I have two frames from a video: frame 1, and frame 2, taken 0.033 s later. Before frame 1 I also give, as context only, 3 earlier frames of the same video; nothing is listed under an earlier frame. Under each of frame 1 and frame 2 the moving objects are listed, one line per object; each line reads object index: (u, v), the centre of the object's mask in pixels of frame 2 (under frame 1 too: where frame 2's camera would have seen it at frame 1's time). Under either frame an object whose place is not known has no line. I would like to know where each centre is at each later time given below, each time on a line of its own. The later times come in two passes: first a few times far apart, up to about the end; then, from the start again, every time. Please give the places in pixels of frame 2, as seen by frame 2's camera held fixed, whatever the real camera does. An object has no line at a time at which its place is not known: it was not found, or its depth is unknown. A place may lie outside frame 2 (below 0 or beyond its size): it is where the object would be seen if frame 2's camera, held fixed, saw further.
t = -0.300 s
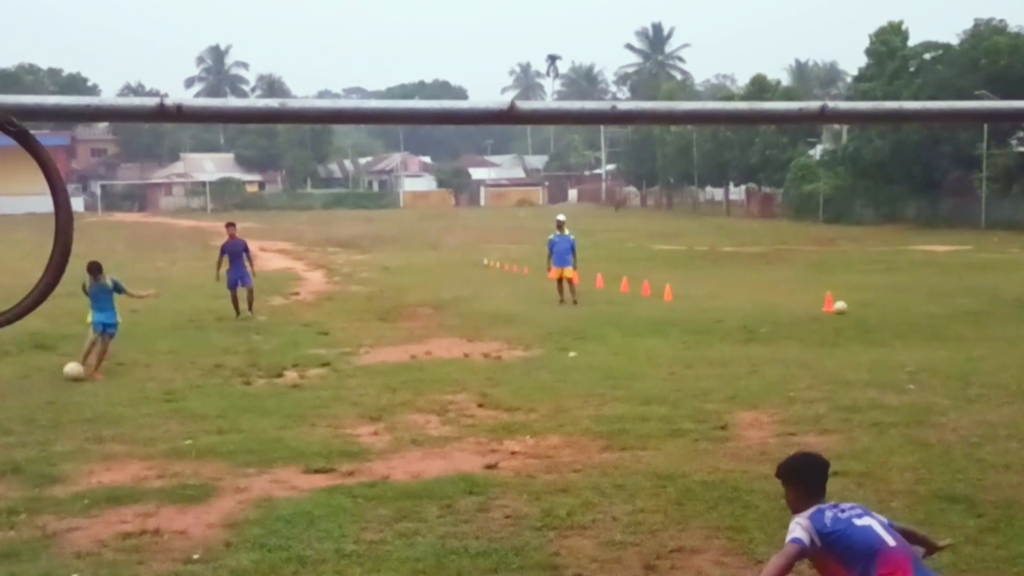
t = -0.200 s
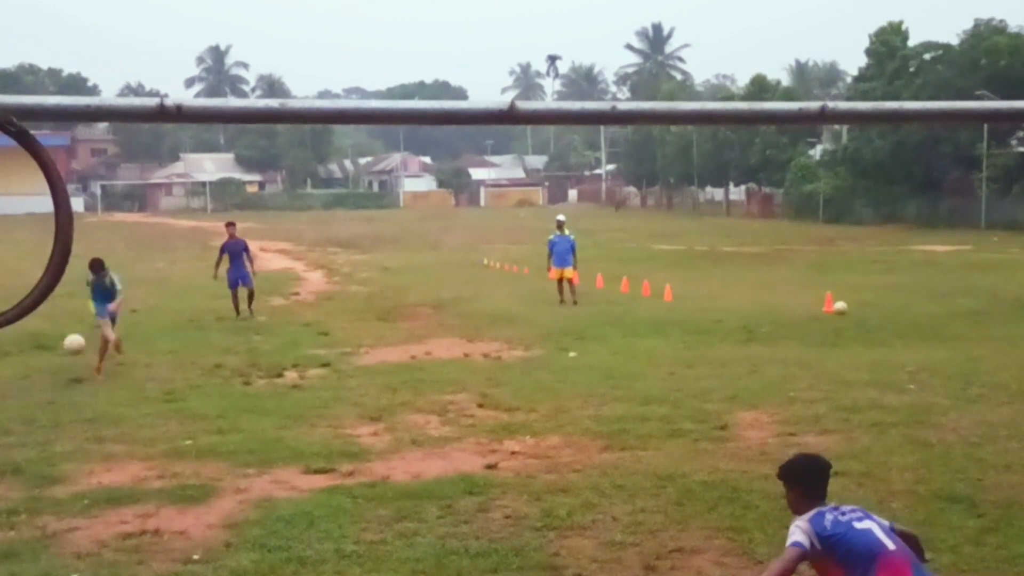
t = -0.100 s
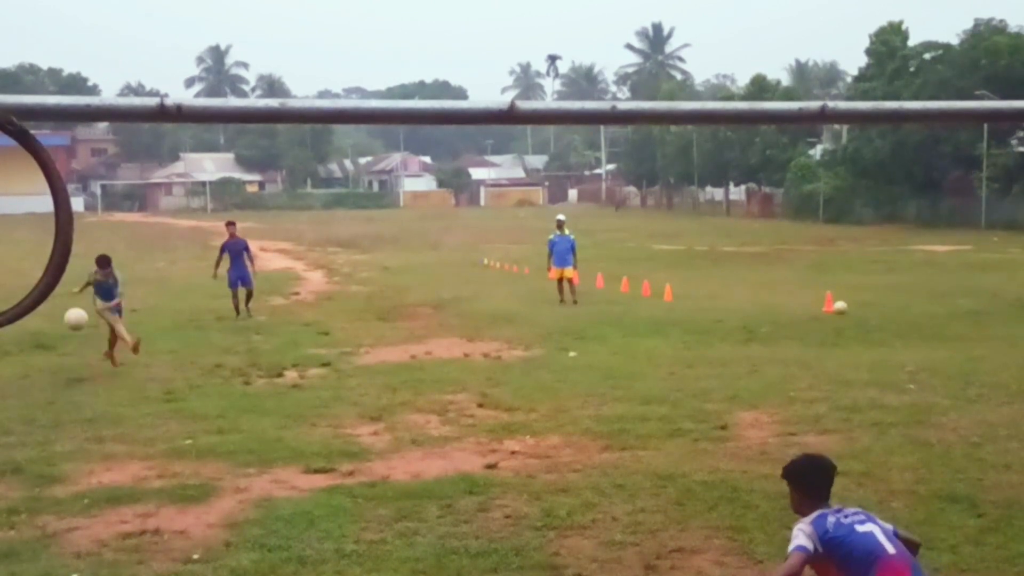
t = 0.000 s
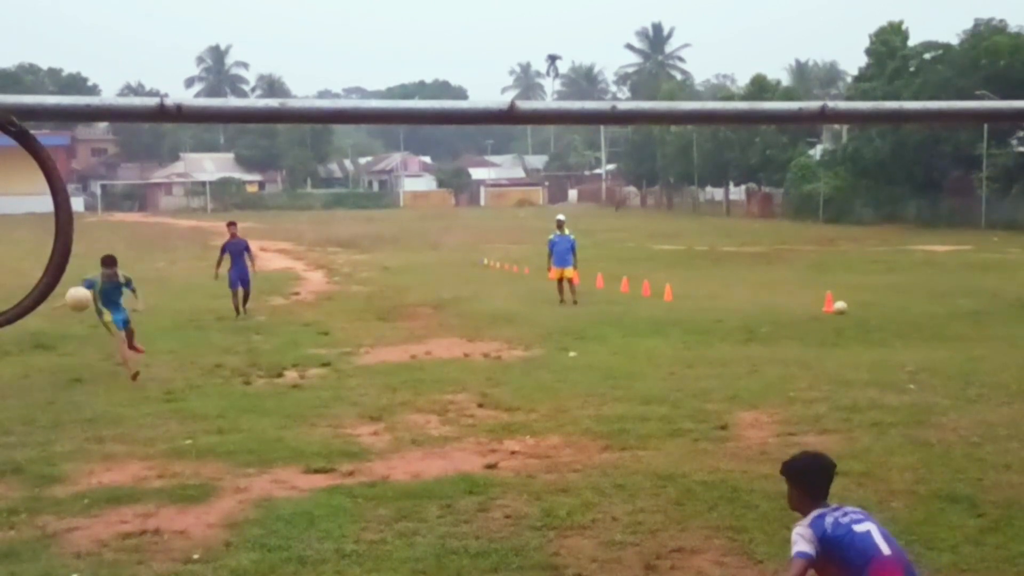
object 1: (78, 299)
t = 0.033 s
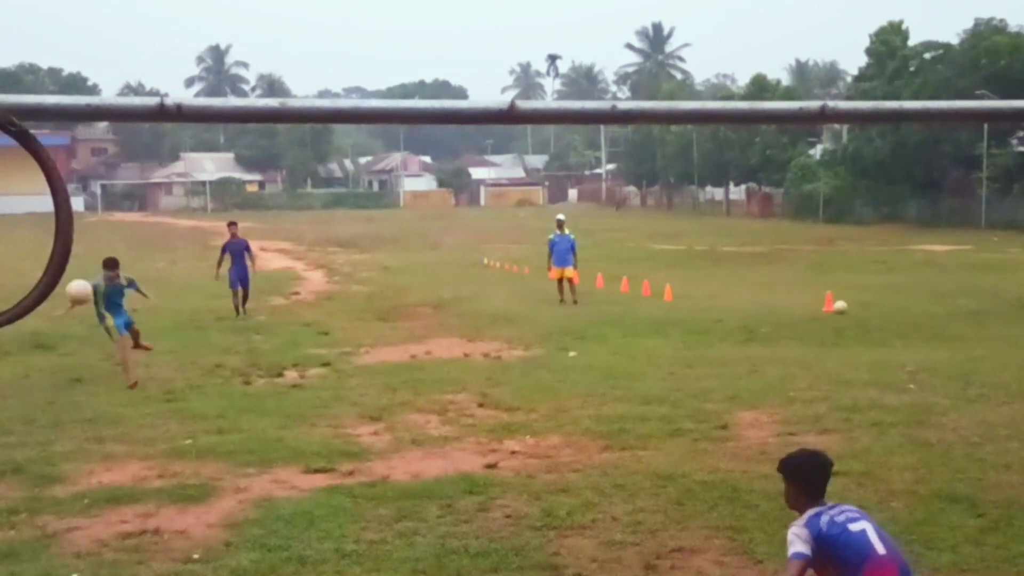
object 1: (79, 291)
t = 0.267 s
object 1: (87, 274)
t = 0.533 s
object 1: (108, 350)
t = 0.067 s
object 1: (79, 287)
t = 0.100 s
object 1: (81, 283)
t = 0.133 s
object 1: (82, 279)
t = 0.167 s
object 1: (83, 276)
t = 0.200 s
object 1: (84, 274)
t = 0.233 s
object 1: (85, 274)
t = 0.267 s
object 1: (87, 274)
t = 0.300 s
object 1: (89, 275)
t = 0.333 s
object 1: (90, 279)
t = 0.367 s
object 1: (93, 285)
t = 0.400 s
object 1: (95, 292)
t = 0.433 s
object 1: (98, 301)
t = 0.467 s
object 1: (101, 314)
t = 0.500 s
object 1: (104, 331)
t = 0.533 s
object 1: (108, 350)
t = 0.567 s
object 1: (112, 372)
